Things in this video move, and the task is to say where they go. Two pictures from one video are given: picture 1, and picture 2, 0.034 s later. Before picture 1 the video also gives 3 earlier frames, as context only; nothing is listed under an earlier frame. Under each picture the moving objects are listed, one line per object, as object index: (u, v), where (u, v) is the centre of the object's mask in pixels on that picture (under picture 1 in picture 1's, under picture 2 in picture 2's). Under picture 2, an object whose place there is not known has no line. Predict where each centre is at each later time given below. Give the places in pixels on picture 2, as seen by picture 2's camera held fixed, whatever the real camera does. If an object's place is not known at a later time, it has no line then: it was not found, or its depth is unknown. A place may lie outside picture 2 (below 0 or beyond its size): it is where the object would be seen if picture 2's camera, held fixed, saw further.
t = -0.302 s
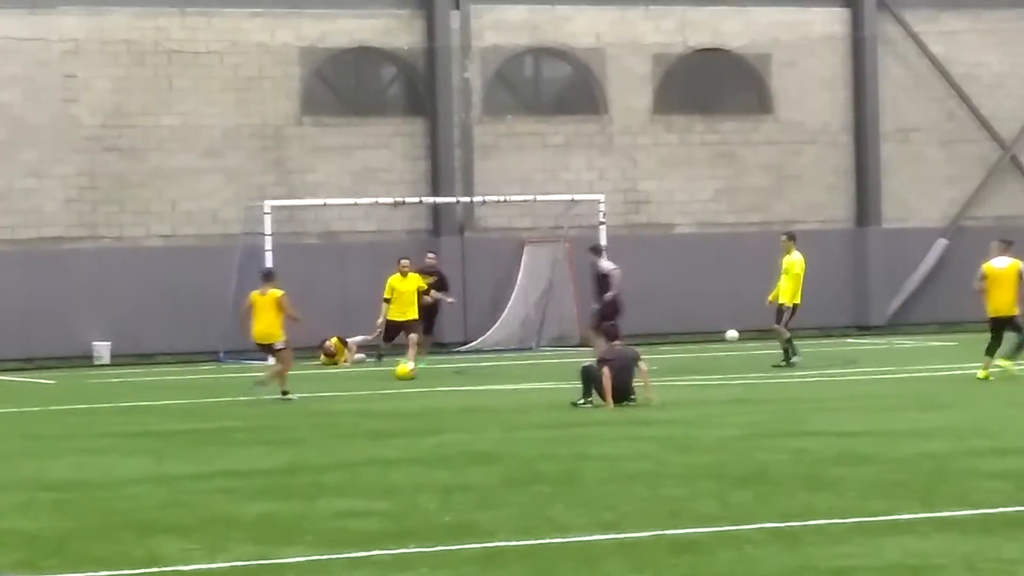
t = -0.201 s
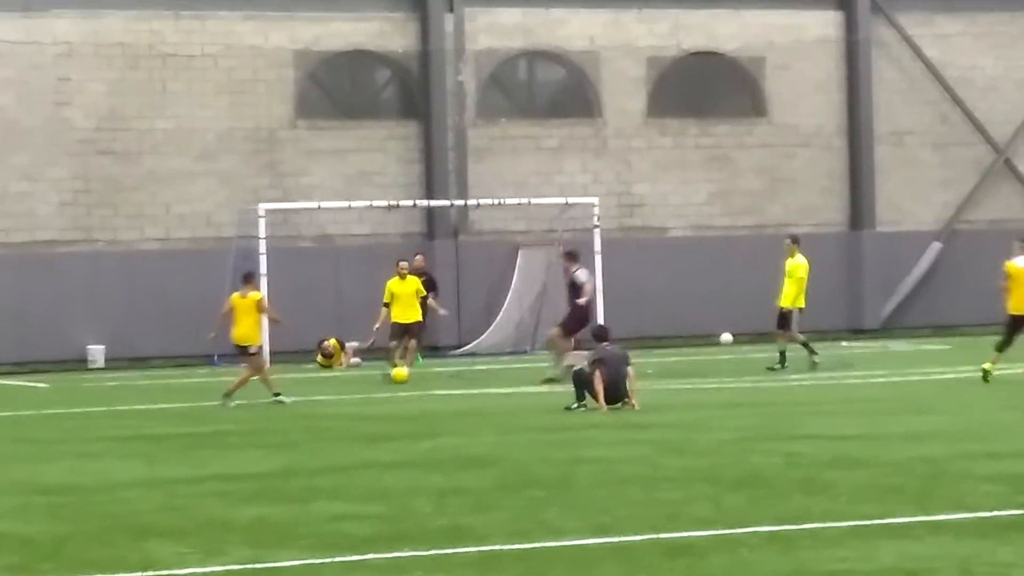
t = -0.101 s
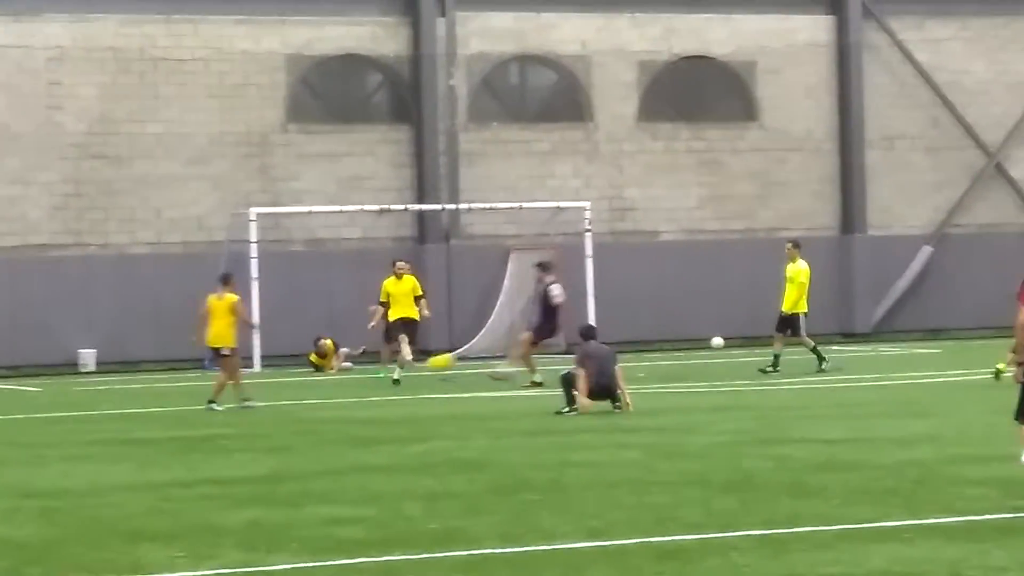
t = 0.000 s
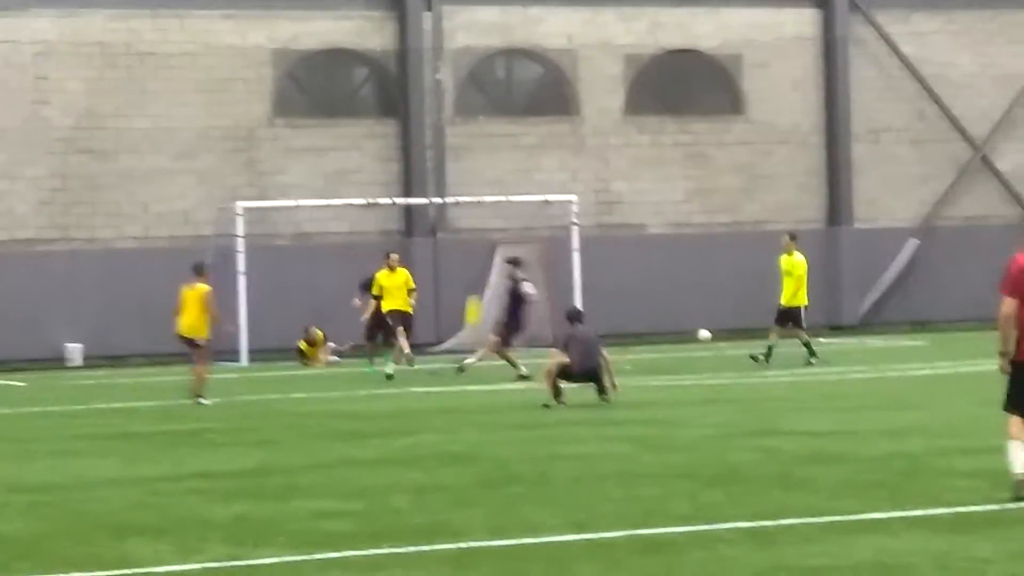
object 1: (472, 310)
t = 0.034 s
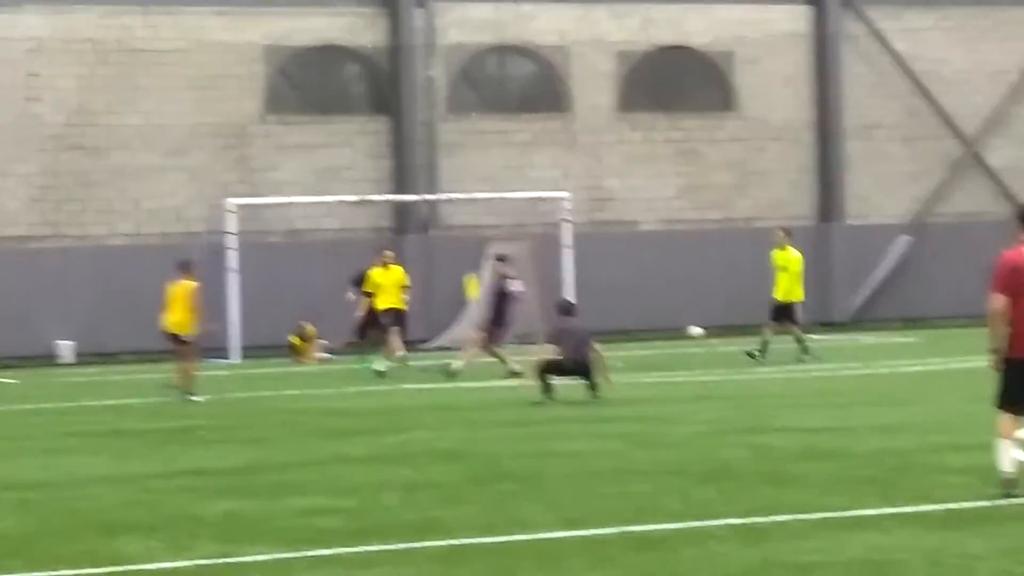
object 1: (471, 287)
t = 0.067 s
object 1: (475, 268)
